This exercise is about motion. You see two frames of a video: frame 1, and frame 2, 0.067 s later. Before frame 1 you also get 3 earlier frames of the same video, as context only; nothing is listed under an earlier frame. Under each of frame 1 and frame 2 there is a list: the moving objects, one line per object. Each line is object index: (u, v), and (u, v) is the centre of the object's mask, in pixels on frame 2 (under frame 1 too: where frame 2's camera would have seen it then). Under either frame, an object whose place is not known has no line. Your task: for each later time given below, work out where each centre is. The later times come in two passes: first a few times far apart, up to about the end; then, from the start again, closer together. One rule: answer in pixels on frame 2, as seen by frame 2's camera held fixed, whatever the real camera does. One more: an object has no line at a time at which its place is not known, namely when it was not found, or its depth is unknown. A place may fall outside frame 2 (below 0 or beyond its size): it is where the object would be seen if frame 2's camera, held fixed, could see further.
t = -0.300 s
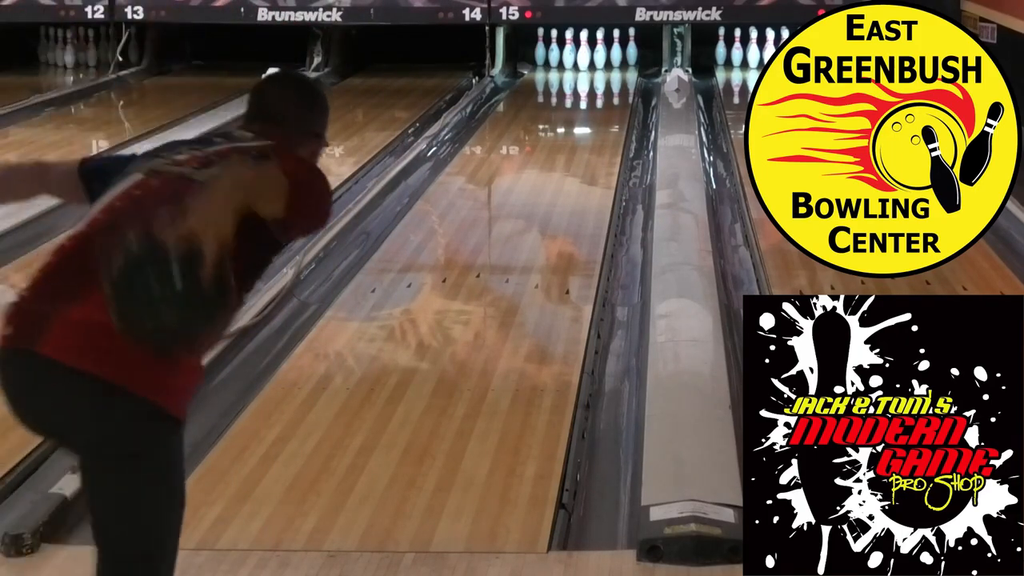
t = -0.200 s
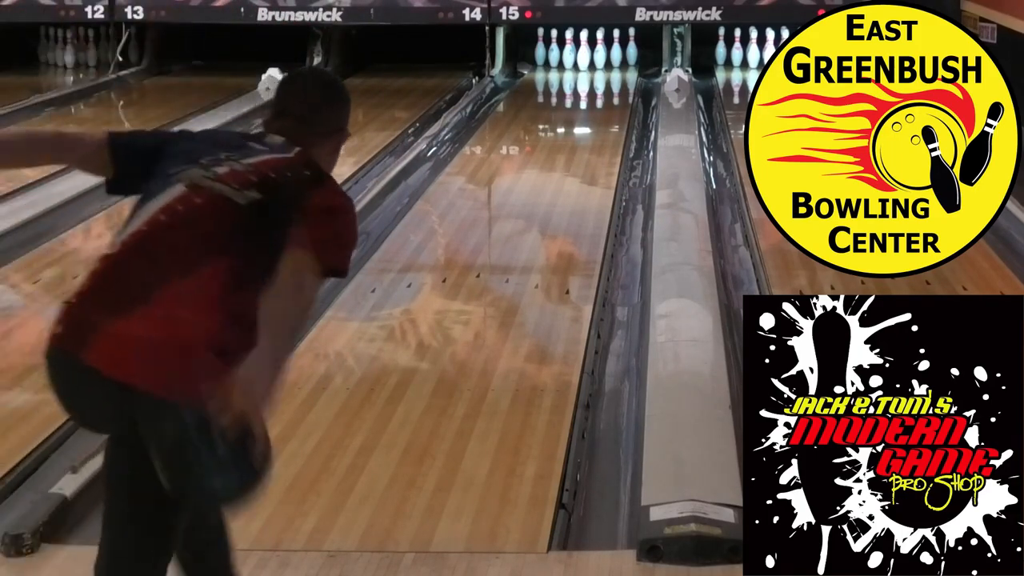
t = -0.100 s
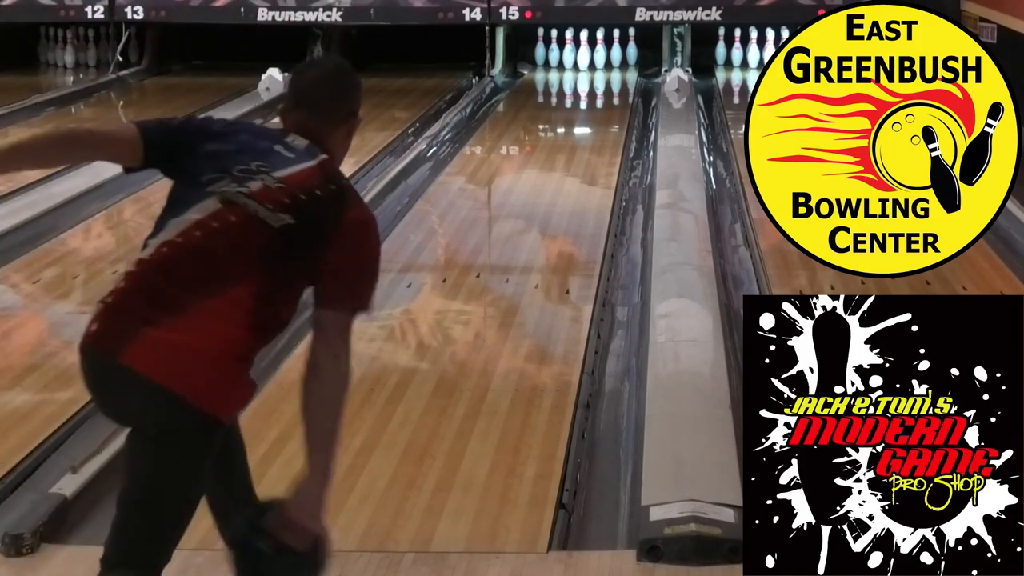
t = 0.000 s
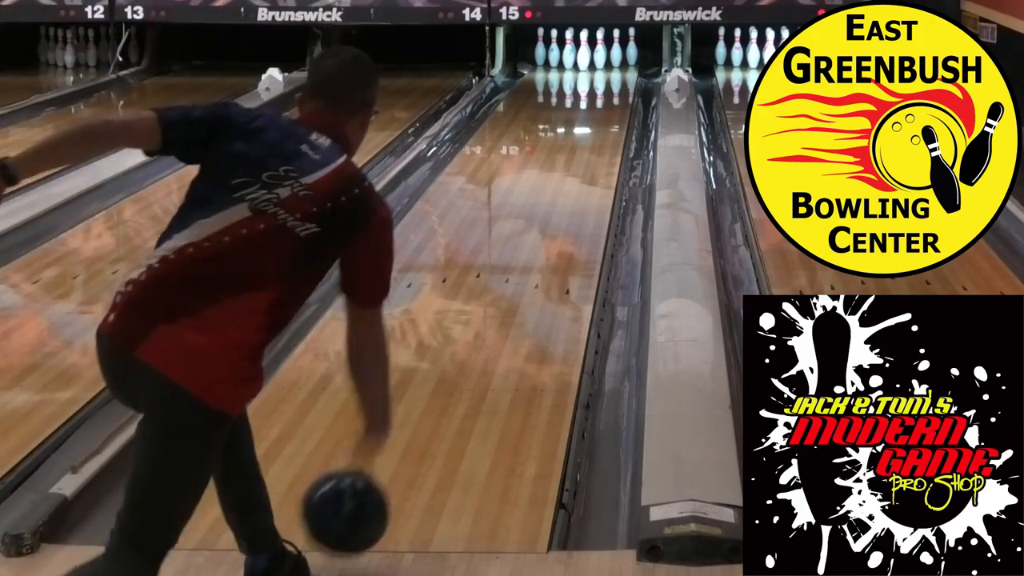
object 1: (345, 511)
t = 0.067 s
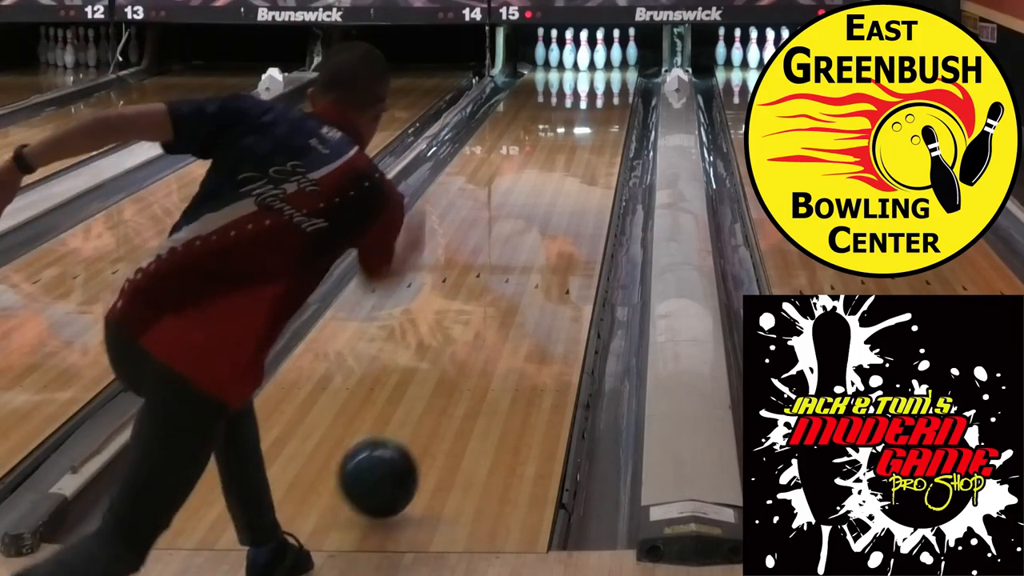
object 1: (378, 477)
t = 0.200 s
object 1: (430, 404)
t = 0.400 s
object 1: (483, 318)
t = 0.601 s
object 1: (520, 257)
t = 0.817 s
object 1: (549, 209)
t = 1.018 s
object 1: (569, 174)
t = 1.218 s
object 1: (583, 148)
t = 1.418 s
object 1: (593, 126)
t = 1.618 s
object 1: (600, 108)
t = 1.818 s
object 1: (604, 93)
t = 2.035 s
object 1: (601, 80)
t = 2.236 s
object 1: (595, 70)
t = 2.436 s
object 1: (588, 61)
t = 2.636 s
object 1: (579, 56)
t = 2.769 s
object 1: (577, 55)
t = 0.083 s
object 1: (386, 472)
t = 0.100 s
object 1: (393, 462)
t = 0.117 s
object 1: (400, 450)
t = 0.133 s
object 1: (406, 440)
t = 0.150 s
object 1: (412, 431)
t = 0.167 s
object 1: (418, 422)
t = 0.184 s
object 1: (424, 413)
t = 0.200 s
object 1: (430, 404)
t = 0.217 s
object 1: (435, 396)
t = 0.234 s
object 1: (440, 387)
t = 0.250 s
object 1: (445, 379)
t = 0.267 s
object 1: (450, 371)
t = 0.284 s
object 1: (454, 365)
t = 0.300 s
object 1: (459, 357)
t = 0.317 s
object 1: (463, 350)
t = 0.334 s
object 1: (467, 343)
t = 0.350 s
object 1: (471, 337)
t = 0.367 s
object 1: (475, 330)
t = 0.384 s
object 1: (479, 324)
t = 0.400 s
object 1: (483, 318)
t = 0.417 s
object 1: (486, 312)
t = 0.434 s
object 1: (490, 307)
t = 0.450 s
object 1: (493, 301)
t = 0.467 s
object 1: (497, 296)
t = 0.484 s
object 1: (500, 290)
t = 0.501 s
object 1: (503, 285)
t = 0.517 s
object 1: (506, 280)
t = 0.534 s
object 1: (509, 275)
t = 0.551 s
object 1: (512, 271)
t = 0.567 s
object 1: (514, 266)
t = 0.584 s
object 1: (517, 262)
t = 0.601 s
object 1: (520, 257)
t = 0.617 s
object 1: (523, 253)
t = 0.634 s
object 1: (525, 249)
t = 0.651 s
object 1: (527, 245)
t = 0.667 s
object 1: (530, 241)
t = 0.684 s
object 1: (532, 237)
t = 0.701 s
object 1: (535, 233)
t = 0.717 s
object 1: (537, 229)
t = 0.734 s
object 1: (539, 226)
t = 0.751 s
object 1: (541, 222)
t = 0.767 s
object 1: (547, 220)
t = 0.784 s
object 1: (547, 215)
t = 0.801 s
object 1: (547, 212)
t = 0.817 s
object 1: (549, 209)
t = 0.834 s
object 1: (551, 205)
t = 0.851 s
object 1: (553, 202)
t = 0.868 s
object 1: (555, 199)
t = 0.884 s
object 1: (556, 196)
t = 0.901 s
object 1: (558, 193)
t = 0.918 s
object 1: (560, 190)
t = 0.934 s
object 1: (561, 187)
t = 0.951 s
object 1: (563, 184)
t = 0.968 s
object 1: (565, 182)
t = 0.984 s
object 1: (566, 179)
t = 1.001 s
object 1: (568, 177)
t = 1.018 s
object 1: (569, 174)
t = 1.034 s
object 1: (570, 172)
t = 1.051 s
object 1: (571, 170)
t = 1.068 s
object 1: (573, 167)
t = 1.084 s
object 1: (574, 165)
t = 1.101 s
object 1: (575, 163)
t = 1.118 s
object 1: (576, 161)
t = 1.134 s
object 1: (578, 158)
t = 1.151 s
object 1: (579, 156)
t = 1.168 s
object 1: (580, 154)
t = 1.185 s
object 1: (581, 152)
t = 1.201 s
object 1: (582, 150)
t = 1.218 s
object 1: (583, 148)
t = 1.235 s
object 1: (584, 146)
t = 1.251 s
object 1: (585, 144)
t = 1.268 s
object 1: (586, 142)
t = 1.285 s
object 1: (587, 140)
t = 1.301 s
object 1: (588, 138)
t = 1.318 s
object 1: (588, 136)
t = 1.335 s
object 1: (589, 134)
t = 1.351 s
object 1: (590, 132)
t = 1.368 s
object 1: (591, 131)
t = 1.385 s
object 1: (592, 129)
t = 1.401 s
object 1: (593, 127)
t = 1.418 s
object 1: (593, 126)
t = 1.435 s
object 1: (594, 124)
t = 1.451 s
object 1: (594, 122)
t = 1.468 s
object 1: (595, 121)
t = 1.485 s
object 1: (595, 120)
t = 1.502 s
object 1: (596, 118)
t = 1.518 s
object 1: (597, 117)
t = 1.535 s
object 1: (597, 115)
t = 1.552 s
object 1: (598, 114)
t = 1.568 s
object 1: (599, 113)
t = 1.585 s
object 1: (599, 111)
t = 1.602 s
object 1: (600, 110)
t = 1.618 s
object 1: (600, 108)
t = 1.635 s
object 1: (601, 107)
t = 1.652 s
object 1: (601, 106)
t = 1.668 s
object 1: (601, 104)
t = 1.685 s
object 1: (601, 103)
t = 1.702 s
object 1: (601, 102)
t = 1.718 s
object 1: (602, 100)
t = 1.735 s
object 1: (602, 99)
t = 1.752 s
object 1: (602, 98)
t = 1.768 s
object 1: (602, 96)
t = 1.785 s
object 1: (602, 95)
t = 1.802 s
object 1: (603, 94)
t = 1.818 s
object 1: (604, 93)
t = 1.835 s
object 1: (602, 92)
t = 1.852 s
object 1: (603, 91)
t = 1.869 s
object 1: (603, 90)
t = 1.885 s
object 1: (602, 89)
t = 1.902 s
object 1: (602, 88)
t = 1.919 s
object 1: (602, 87)
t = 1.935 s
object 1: (602, 86)
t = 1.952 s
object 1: (602, 85)
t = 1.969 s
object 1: (602, 84)
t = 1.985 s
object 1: (601, 83)
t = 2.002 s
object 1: (601, 82)
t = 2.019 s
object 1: (601, 81)
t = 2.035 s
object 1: (601, 80)
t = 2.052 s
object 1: (600, 79)
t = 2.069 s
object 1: (600, 78)
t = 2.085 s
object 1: (599, 77)
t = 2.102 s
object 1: (599, 77)
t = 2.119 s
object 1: (598, 76)
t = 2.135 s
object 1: (598, 75)
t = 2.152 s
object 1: (598, 74)
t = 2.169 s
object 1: (597, 73)
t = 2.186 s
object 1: (597, 72)
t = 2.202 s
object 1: (596, 71)
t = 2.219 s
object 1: (596, 70)
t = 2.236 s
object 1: (595, 70)
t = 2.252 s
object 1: (594, 69)
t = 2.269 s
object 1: (593, 68)
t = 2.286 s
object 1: (593, 68)
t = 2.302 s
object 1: (592, 67)
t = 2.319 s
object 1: (592, 66)
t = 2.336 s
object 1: (591, 66)
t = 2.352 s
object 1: (590, 65)
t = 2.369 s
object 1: (590, 64)
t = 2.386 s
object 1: (590, 63)
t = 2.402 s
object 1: (589, 62)
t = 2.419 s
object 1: (588, 62)
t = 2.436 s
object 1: (588, 61)
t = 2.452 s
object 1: (587, 61)
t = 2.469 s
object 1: (588, 60)
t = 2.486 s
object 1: (587, 60)
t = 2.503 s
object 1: (588, 60)
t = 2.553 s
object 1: (586, 58)
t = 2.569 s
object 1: (584, 57)
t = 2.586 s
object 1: (584, 58)
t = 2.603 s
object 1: (583, 57)
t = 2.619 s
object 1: (582, 56)
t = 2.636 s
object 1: (579, 56)
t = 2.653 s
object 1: (577, 56)
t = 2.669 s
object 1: (576, 55)
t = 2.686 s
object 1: (575, 55)
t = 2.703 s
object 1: (574, 54)
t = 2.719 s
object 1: (574, 54)
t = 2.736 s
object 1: (576, 54)
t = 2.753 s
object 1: (576, 55)
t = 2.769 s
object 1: (577, 55)
